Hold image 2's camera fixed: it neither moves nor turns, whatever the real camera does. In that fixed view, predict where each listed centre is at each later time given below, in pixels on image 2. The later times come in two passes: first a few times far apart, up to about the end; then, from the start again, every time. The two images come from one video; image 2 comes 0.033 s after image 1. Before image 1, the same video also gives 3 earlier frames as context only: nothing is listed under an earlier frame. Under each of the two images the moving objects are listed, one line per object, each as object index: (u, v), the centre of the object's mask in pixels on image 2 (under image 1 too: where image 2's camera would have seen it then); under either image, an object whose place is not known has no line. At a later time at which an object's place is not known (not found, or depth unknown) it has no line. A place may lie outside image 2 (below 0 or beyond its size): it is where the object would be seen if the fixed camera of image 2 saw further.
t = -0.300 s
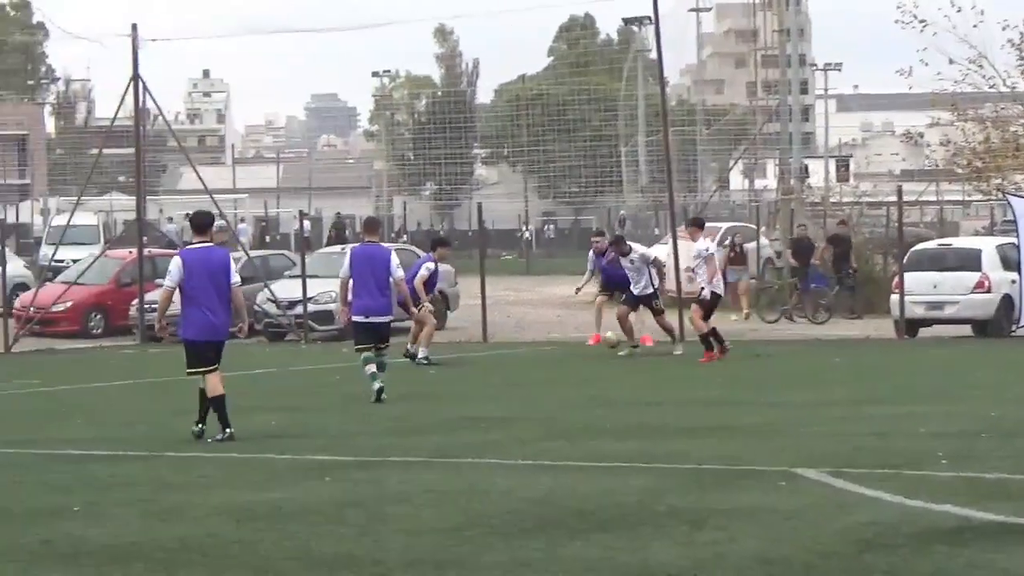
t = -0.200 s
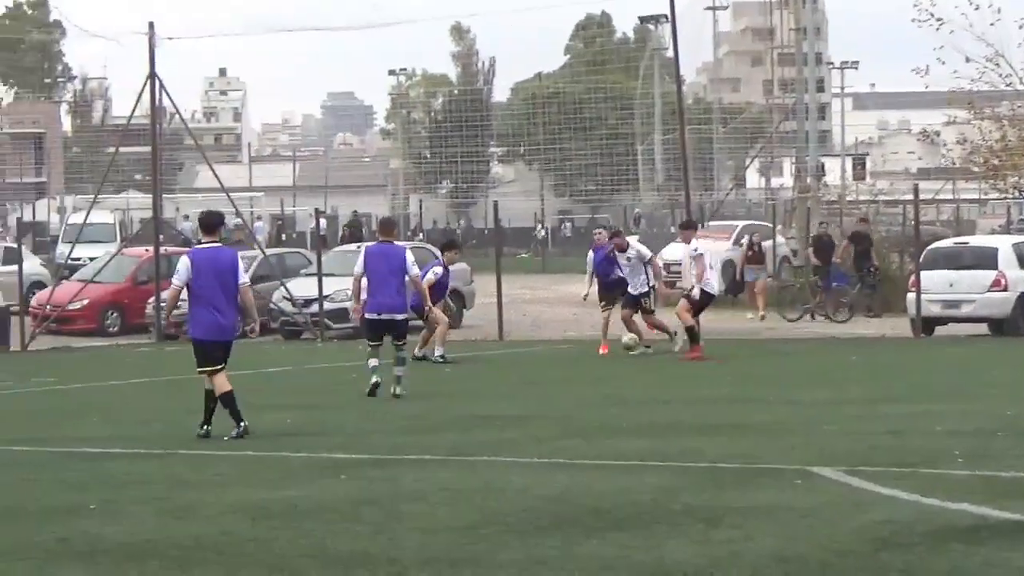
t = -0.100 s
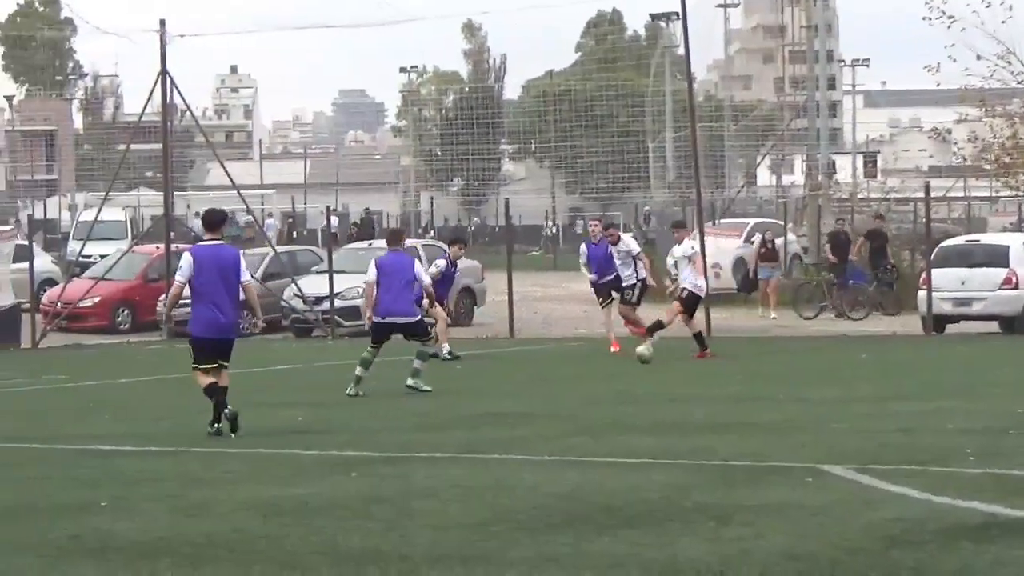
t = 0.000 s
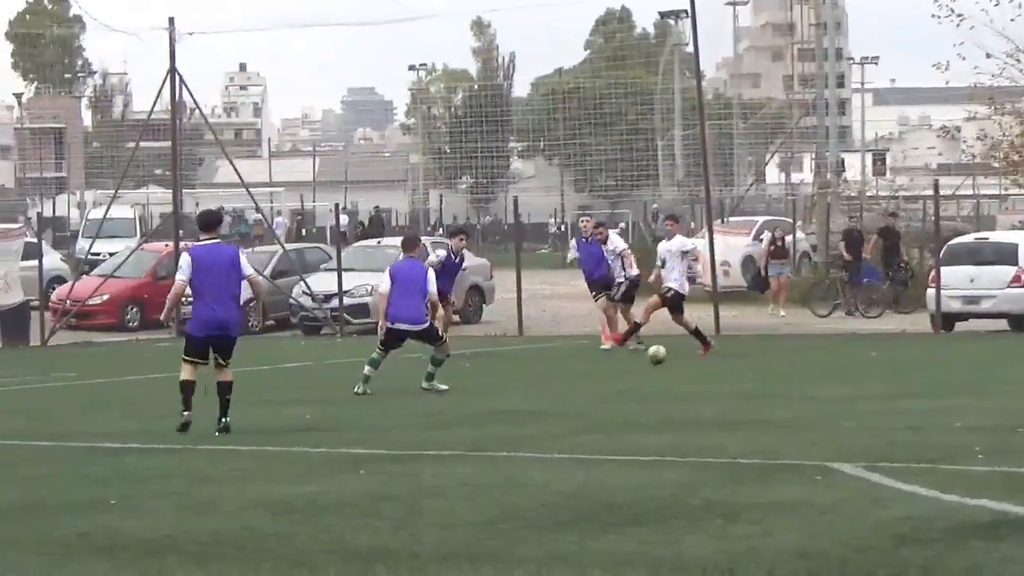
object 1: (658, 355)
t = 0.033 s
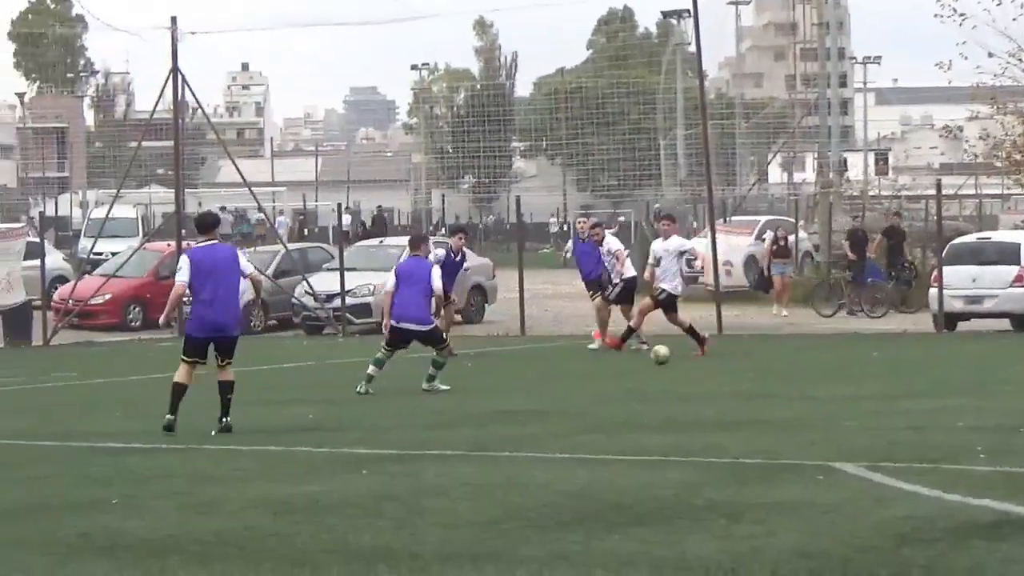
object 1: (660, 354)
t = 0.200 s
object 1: (669, 365)
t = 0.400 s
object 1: (679, 374)
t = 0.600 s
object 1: (688, 381)
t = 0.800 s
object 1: (698, 387)
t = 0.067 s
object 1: (662, 356)
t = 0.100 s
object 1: (665, 359)
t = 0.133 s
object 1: (666, 364)
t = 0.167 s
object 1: (667, 364)
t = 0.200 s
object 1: (669, 365)
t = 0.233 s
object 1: (671, 367)
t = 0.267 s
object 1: (672, 369)
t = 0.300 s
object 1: (674, 370)
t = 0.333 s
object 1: (676, 371)
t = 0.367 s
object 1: (677, 372)
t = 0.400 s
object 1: (679, 374)
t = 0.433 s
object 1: (681, 374)
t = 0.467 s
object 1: (682, 375)
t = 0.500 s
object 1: (684, 378)
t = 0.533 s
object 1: (685, 378)
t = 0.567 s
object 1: (687, 379)
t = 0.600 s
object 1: (688, 381)
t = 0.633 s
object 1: (690, 381)
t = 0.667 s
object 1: (692, 383)
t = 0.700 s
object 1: (693, 384)
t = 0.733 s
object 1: (694, 385)
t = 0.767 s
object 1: (697, 387)
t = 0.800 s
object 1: (698, 387)
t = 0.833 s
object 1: (700, 389)
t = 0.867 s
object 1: (702, 391)
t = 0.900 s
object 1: (703, 391)
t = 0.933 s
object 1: (706, 391)
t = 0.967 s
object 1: (708, 395)
